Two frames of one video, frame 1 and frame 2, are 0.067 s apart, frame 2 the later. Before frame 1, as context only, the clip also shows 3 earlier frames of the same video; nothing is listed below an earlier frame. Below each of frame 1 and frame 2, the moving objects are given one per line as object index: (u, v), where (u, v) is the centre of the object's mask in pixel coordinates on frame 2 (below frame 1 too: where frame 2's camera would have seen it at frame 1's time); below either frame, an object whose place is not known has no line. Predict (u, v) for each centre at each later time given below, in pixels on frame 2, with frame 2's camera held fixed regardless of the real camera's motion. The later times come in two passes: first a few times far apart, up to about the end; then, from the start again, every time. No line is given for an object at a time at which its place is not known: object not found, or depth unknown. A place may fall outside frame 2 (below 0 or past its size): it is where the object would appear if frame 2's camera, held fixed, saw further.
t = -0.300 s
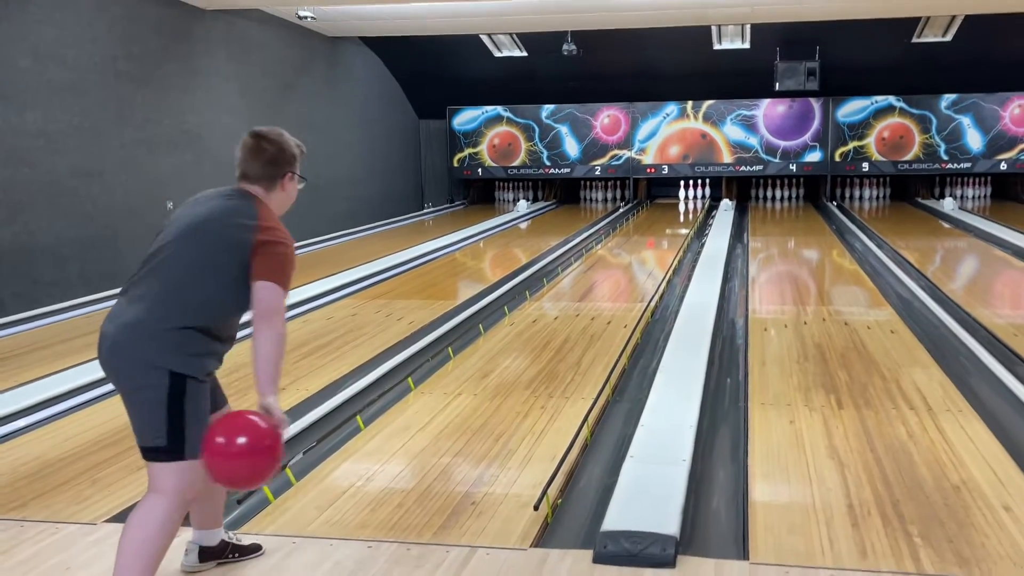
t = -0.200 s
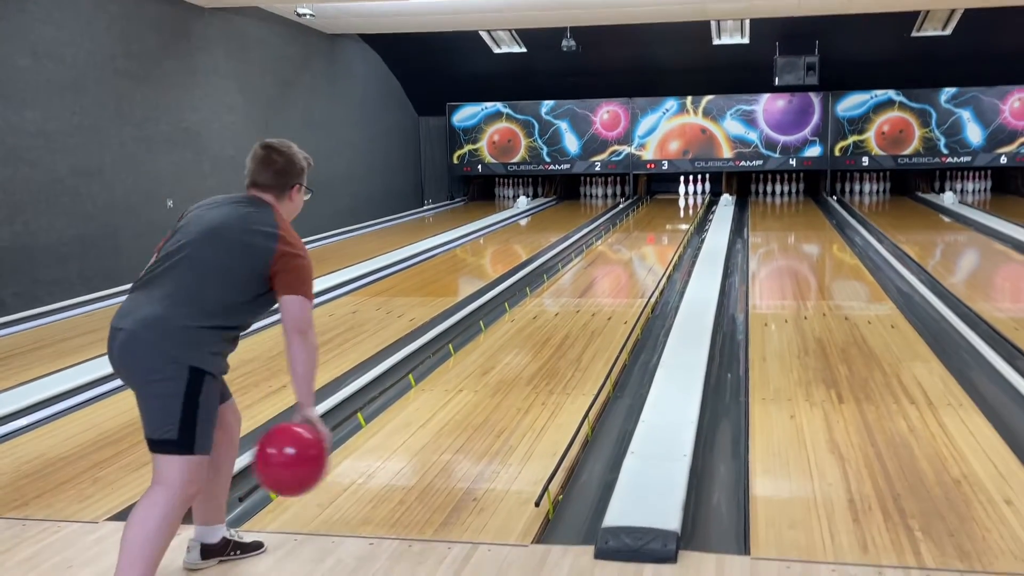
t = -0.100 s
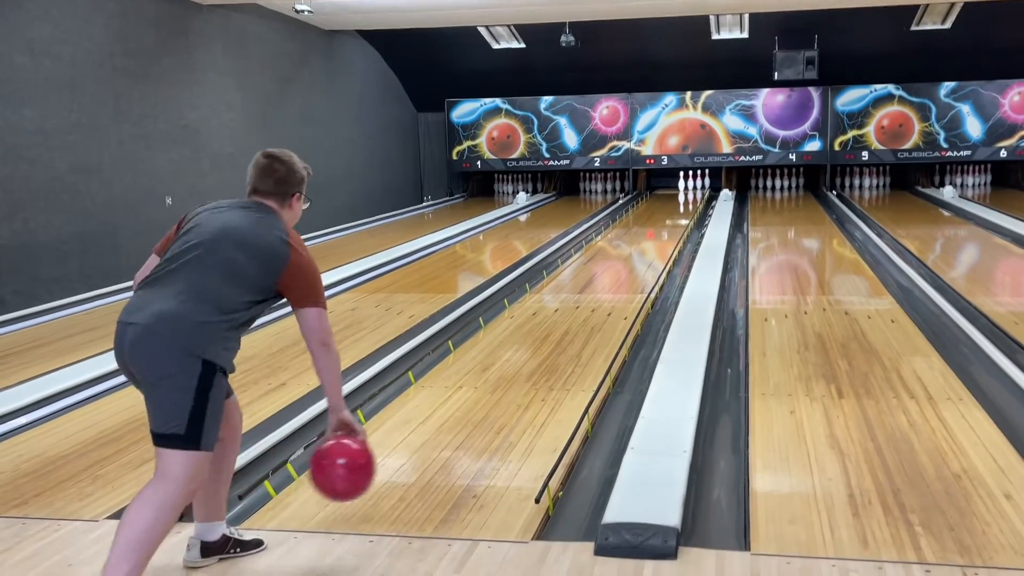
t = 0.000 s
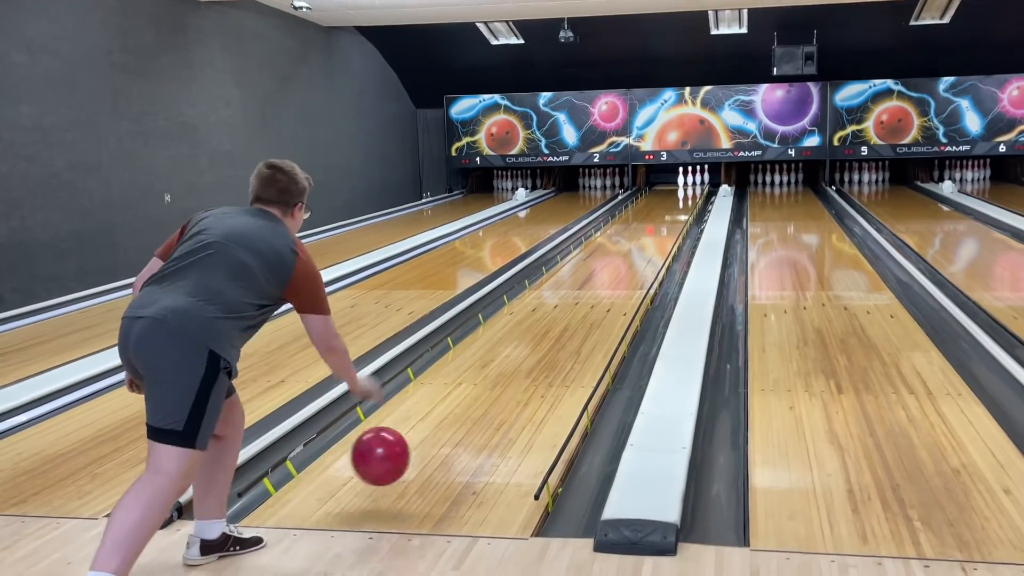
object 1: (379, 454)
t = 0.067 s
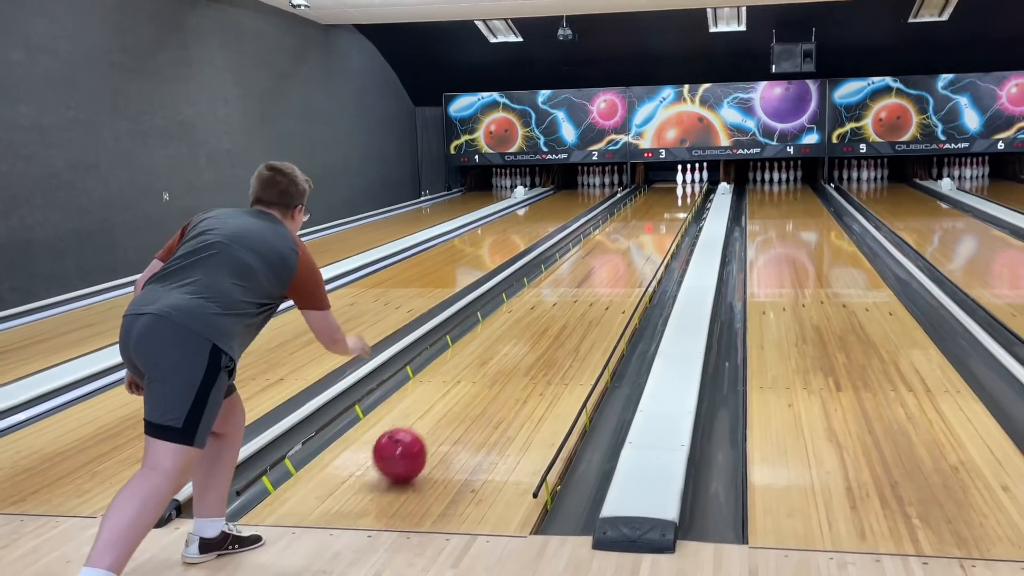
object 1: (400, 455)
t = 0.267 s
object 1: (445, 397)
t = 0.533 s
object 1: (485, 345)
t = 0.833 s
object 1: (514, 306)
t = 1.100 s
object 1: (532, 282)
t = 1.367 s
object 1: (546, 264)
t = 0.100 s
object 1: (409, 441)
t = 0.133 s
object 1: (417, 432)
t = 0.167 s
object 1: (425, 423)
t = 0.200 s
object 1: (432, 414)
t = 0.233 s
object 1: (439, 405)
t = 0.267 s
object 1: (445, 397)
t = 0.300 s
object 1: (451, 389)
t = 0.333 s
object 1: (457, 382)
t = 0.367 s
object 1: (462, 375)
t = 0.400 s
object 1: (467, 368)
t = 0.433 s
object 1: (472, 362)
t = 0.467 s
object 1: (476, 356)
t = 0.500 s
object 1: (481, 350)
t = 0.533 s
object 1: (485, 345)
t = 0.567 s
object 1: (489, 340)
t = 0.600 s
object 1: (493, 335)
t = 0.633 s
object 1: (496, 330)
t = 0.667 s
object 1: (499, 326)
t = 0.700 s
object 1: (503, 321)
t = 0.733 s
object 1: (506, 317)
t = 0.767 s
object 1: (509, 313)
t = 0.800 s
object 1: (512, 309)
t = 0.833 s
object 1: (514, 306)
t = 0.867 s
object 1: (517, 302)
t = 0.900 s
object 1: (519, 299)
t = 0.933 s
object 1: (521, 295)
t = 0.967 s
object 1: (524, 292)
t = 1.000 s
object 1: (526, 289)
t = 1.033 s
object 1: (528, 287)
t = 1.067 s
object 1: (530, 284)
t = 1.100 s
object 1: (532, 282)
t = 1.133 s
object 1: (534, 279)
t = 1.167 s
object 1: (536, 277)
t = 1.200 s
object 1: (538, 274)
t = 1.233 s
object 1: (539, 272)
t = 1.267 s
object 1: (541, 270)
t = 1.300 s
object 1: (543, 268)
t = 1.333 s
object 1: (545, 266)
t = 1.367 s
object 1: (546, 264)
